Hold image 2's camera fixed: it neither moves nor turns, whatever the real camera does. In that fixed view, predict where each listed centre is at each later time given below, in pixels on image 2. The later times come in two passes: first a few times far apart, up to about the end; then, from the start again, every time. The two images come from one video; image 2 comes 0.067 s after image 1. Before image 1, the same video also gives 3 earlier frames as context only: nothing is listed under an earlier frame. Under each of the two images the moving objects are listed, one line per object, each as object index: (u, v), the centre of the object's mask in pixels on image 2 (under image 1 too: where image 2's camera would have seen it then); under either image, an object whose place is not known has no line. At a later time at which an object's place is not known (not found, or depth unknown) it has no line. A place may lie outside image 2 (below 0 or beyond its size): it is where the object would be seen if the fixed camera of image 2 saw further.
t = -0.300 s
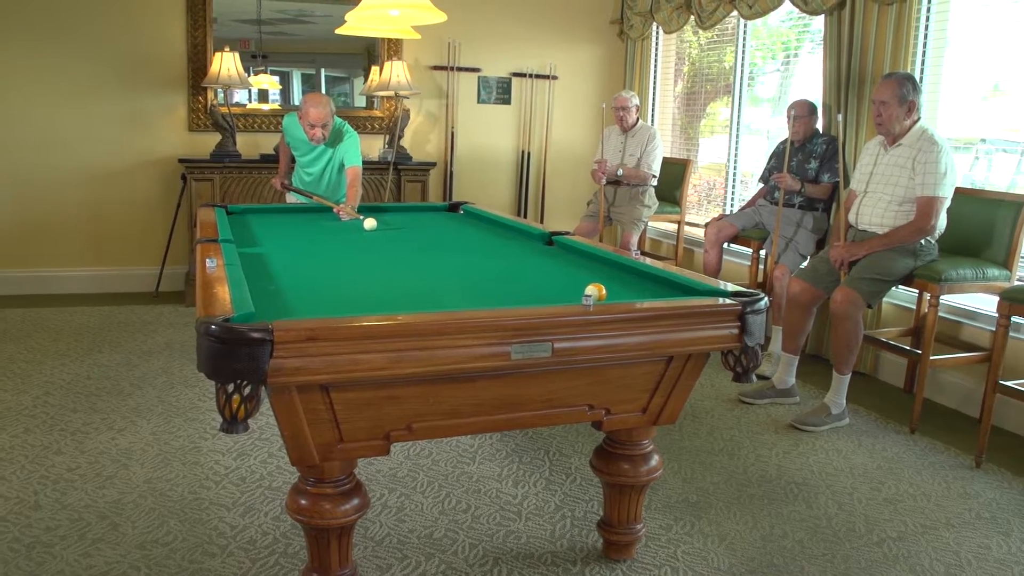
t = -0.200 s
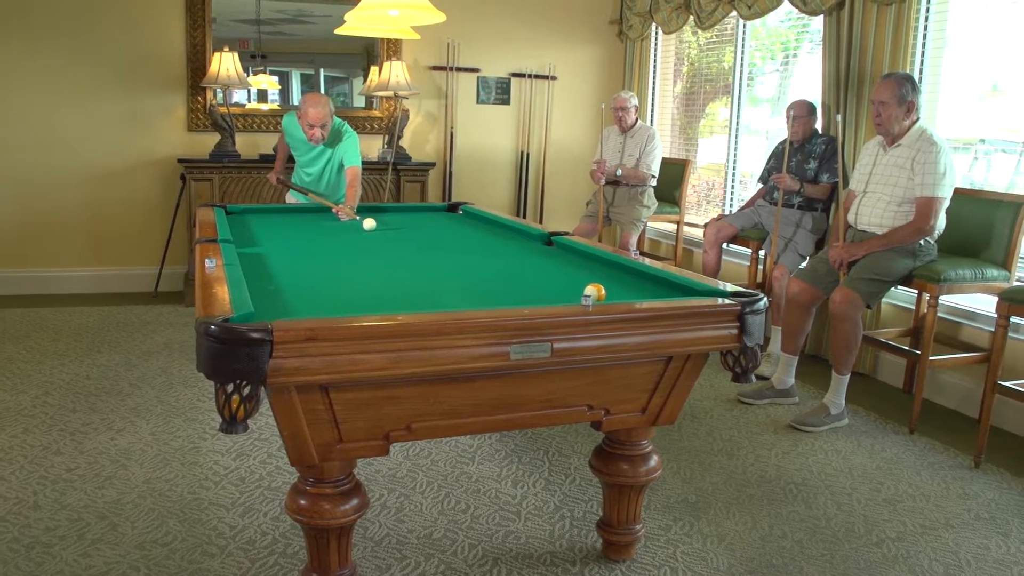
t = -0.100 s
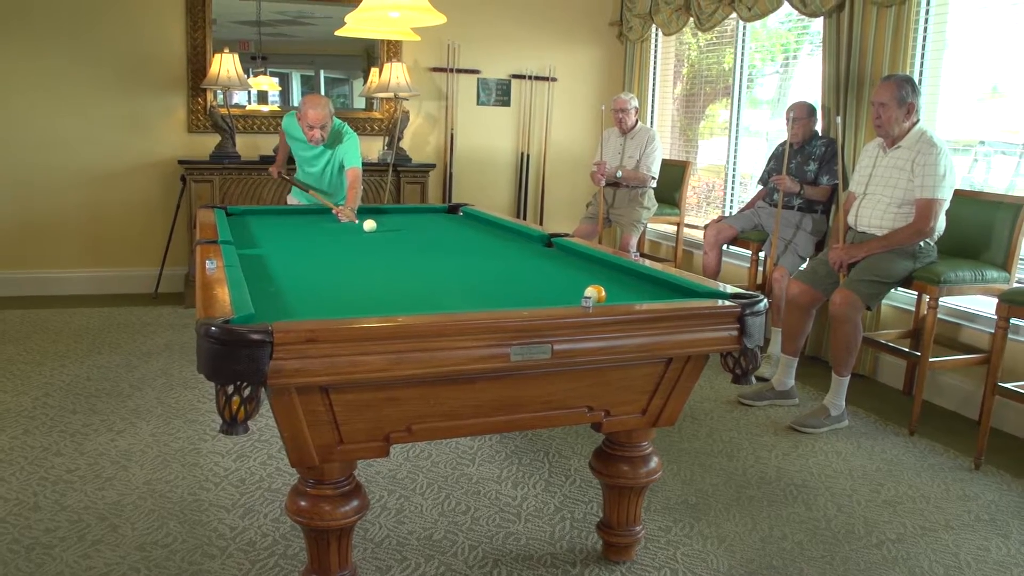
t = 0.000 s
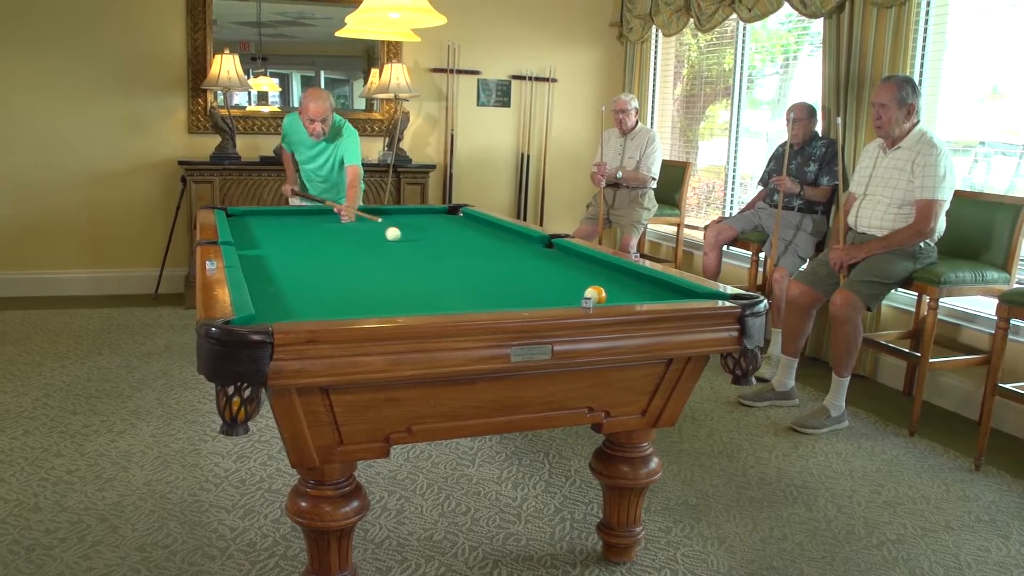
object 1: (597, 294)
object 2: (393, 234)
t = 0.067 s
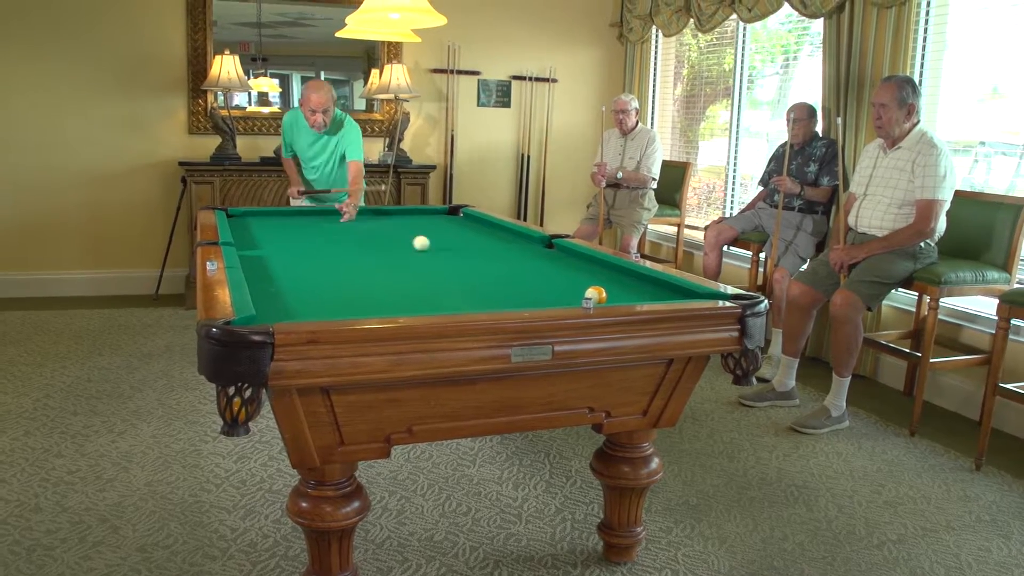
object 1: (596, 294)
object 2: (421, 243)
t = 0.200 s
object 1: (596, 294)
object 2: (485, 264)
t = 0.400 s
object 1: (634, 298)
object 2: (566, 298)
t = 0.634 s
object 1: (648, 286)
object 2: (500, 300)
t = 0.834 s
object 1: (630, 276)
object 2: (439, 293)
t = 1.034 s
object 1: (590, 267)
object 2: (385, 285)
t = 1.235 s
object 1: (555, 260)
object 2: (336, 278)
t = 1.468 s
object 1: (518, 252)
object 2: (286, 271)
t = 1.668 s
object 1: (490, 247)
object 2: (249, 265)
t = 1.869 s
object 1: (465, 242)
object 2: (266, 260)
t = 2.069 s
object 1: (443, 237)
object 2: (281, 255)
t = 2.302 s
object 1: (419, 232)
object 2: (297, 250)
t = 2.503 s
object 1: (400, 229)
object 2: (309, 247)
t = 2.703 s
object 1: (384, 225)
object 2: (319, 243)
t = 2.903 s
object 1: (368, 222)
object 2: (329, 240)
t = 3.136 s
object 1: (352, 219)
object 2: (339, 237)
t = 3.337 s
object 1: (340, 216)
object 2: (347, 234)
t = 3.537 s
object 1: (328, 214)
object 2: (354, 232)
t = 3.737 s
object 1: (317, 212)
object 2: (360, 230)
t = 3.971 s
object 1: (310, 212)
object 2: (367, 228)
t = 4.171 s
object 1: (307, 213)
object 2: (372, 227)
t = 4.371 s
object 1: (304, 214)
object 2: (376, 225)
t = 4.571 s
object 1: (302, 215)
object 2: (380, 224)
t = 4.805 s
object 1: (299, 216)
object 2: (384, 223)
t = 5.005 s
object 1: (297, 217)
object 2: (387, 222)
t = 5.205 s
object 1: (295, 218)
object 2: (389, 221)
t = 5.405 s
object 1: (294, 218)
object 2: (391, 221)
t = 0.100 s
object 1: (596, 294)
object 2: (436, 248)
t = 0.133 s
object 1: (596, 294)
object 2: (452, 253)
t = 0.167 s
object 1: (596, 294)
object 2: (468, 259)
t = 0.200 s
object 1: (596, 294)
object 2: (485, 264)
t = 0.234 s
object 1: (596, 294)
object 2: (503, 271)
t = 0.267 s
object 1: (596, 294)
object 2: (522, 277)
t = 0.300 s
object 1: (596, 294)
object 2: (542, 283)
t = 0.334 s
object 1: (596, 294)
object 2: (562, 290)
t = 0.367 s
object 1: (606, 296)
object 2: (573, 295)
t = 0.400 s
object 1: (634, 298)
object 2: (566, 298)
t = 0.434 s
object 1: (648, 297)
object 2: (559, 299)
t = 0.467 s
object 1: (648, 295)
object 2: (554, 302)
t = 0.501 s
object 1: (648, 294)
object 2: (548, 303)
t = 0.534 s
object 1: (648, 293)
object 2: (534, 302)
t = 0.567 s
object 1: (648, 291)
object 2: (522, 301)
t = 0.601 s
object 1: (648, 289)
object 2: (510, 300)
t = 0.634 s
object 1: (648, 286)
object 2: (500, 300)
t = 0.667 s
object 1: (648, 285)
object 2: (489, 299)
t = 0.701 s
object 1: (648, 282)
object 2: (479, 298)
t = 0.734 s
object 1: (648, 280)
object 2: (469, 297)
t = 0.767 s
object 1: (645, 279)
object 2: (459, 295)
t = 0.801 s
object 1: (637, 277)
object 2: (449, 294)
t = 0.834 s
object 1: (630, 276)
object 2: (439, 293)
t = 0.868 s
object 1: (623, 274)
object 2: (430, 292)
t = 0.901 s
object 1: (616, 273)
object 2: (421, 290)
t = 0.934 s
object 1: (609, 271)
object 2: (412, 289)
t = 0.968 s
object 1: (603, 270)
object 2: (403, 288)
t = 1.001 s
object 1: (597, 269)
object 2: (394, 286)
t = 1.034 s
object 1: (590, 267)
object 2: (385, 285)
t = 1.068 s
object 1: (584, 266)
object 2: (377, 284)
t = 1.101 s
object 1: (578, 265)
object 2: (368, 283)
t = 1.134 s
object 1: (572, 263)
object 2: (360, 282)
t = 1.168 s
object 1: (566, 262)
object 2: (352, 280)
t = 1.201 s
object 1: (560, 261)
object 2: (344, 280)
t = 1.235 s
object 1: (555, 260)
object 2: (336, 278)
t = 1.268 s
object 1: (549, 259)
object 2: (329, 277)
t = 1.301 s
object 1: (544, 258)
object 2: (321, 276)
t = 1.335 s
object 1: (539, 257)
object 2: (314, 275)
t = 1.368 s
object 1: (533, 256)
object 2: (307, 274)
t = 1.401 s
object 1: (528, 255)
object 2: (300, 273)
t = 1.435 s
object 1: (523, 253)
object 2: (293, 272)
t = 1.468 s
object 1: (518, 252)
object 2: (286, 271)
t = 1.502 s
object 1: (513, 252)
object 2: (279, 270)
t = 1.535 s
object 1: (508, 251)
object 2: (273, 269)
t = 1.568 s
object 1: (504, 250)
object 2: (266, 268)
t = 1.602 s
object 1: (499, 249)
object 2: (260, 267)
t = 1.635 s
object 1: (495, 248)
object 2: (254, 266)
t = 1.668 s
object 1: (490, 247)
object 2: (249, 265)
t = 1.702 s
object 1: (486, 246)
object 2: (252, 264)
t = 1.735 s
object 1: (482, 245)
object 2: (255, 263)
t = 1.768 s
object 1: (477, 244)
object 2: (258, 262)
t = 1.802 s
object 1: (473, 243)
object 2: (260, 262)
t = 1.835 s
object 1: (469, 243)
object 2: (263, 261)
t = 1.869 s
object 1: (465, 242)
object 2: (266, 260)
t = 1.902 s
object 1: (461, 241)
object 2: (268, 259)
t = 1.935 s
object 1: (457, 240)
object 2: (271, 258)
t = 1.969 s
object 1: (454, 239)
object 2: (273, 258)
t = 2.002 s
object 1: (450, 239)
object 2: (276, 257)
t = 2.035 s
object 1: (446, 238)
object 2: (279, 256)
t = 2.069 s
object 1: (443, 237)
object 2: (281, 255)
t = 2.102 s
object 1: (439, 236)
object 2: (283, 254)
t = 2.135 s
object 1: (435, 236)
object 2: (286, 254)
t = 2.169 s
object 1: (432, 235)
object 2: (288, 253)
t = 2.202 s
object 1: (429, 234)
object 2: (290, 252)
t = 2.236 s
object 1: (425, 234)
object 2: (292, 252)
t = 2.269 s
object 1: (422, 233)
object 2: (295, 251)
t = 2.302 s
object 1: (419, 232)
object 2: (297, 250)
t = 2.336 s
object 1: (416, 232)
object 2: (299, 250)
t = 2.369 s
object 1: (413, 231)
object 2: (301, 249)
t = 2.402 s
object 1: (409, 230)
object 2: (303, 248)
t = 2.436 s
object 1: (406, 230)
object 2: (305, 248)
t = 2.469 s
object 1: (404, 229)
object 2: (307, 247)
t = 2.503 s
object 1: (400, 229)
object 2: (309, 247)
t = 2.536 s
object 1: (398, 228)
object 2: (311, 246)
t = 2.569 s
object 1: (395, 227)
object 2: (312, 245)
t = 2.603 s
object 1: (392, 227)
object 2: (314, 244)
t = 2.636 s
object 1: (389, 226)
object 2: (316, 244)
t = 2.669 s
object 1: (386, 226)
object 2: (318, 243)
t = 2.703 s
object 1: (384, 225)
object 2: (319, 243)
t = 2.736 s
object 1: (381, 224)
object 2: (321, 242)
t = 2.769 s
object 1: (378, 224)
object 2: (322, 242)
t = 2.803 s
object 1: (376, 224)
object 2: (324, 241)
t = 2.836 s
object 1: (373, 223)
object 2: (326, 241)
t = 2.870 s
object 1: (371, 223)
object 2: (327, 240)
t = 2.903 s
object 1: (368, 222)
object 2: (329, 240)
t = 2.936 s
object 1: (366, 222)
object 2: (330, 239)
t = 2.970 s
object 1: (363, 221)
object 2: (332, 239)
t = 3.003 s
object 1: (361, 221)
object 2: (333, 238)
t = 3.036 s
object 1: (359, 220)
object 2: (335, 238)
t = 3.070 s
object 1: (356, 220)
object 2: (336, 237)
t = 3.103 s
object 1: (354, 219)
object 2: (338, 237)
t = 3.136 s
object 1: (352, 219)
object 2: (339, 237)
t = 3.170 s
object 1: (350, 218)
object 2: (340, 236)
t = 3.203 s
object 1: (348, 218)
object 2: (342, 236)
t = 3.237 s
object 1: (346, 217)
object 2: (343, 235)
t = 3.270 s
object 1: (344, 217)
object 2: (344, 235)
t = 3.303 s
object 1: (342, 217)
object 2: (346, 235)
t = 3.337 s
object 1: (340, 216)
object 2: (347, 234)
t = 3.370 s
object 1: (337, 216)
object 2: (348, 234)
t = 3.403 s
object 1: (335, 216)
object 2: (349, 233)
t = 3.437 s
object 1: (334, 215)
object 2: (350, 233)
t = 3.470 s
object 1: (332, 215)
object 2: (351, 233)
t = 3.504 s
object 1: (330, 214)
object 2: (353, 232)
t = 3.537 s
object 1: (328, 214)
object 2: (354, 232)
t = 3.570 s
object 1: (326, 214)
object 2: (355, 232)
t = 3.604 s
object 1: (324, 213)
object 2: (356, 231)
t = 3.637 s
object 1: (322, 213)
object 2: (357, 231)
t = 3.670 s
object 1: (321, 213)
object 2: (358, 231)
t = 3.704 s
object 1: (319, 212)
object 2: (359, 230)
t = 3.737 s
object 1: (317, 212)
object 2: (360, 230)
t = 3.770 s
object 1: (315, 212)
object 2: (361, 230)
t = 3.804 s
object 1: (314, 211)
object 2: (362, 230)
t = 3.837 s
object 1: (313, 211)
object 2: (363, 229)
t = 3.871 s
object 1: (312, 211)
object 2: (364, 229)
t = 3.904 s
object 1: (311, 212)
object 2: (365, 229)
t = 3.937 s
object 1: (311, 212)
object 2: (366, 228)
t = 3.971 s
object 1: (310, 212)
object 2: (367, 228)
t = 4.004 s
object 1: (310, 212)
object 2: (367, 228)
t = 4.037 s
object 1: (309, 212)
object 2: (368, 228)
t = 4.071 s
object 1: (309, 212)
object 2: (369, 227)
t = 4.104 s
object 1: (308, 213)
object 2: (370, 227)
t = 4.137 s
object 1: (308, 213)
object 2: (371, 227)
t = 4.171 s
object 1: (307, 213)
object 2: (372, 227)
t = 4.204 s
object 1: (307, 213)
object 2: (372, 226)
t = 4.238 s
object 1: (306, 213)
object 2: (373, 226)
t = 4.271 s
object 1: (306, 214)
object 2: (374, 226)
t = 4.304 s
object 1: (305, 214)
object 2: (375, 226)
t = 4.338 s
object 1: (305, 214)
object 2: (376, 225)
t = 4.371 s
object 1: (304, 214)
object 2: (376, 225)
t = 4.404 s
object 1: (304, 214)
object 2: (377, 225)
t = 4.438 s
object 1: (303, 215)
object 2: (378, 225)
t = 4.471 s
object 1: (303, 215)
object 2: (378, 225)
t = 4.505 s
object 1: (303, 215)
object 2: (379, 224)
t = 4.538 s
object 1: (302, 215)
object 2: (380, 224)
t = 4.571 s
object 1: (302, 215)
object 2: (380, 224)
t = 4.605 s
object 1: (301, 215)
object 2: (381, 224)
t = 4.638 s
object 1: (301, 215)
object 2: (381, 224)
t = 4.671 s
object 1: (301, 216)
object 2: (382, 224)
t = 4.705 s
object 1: (300, 216)
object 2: (382, 223)
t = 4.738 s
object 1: (300, 216)
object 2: (383, 223)
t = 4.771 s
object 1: (300, 216)
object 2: (383, 223)
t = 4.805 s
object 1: (299, 216)
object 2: (384, 223)
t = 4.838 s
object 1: (299, 216)
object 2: (384, 223)
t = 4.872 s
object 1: (299, 216)
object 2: (385, 222)
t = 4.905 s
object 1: (298, 216)
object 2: (385, 222)
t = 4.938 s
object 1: (298, 217)
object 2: (386, 222)
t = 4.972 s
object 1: (298, 217)
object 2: (386, 222)
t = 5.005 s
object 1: (297, 217)
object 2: (387, 222)
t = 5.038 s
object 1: (297, 217)
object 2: (387, 222)
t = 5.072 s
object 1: (296, 217)
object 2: (387, 222)
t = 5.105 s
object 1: (296, 217)
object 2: (388, 221)
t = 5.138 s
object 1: (296, 218)
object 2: (388, 221)
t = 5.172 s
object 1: (296, 218)
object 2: (388, 221)
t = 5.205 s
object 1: (295, 218)
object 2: (389, 221)
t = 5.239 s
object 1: (295, 218)
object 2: (389, 221)
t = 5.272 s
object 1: (295, 218)
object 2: (390, 221)
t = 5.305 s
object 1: (294, 218)
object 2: (390, 221)
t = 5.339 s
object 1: (294, 218)
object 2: (390, 221)
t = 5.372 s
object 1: (294, 218)
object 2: (390, 221)
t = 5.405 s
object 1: (294, 218)
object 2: (391, 221)
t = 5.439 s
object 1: (294, 218)
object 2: (391, 220)
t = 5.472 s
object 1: (293, 218)
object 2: (391, 220)
